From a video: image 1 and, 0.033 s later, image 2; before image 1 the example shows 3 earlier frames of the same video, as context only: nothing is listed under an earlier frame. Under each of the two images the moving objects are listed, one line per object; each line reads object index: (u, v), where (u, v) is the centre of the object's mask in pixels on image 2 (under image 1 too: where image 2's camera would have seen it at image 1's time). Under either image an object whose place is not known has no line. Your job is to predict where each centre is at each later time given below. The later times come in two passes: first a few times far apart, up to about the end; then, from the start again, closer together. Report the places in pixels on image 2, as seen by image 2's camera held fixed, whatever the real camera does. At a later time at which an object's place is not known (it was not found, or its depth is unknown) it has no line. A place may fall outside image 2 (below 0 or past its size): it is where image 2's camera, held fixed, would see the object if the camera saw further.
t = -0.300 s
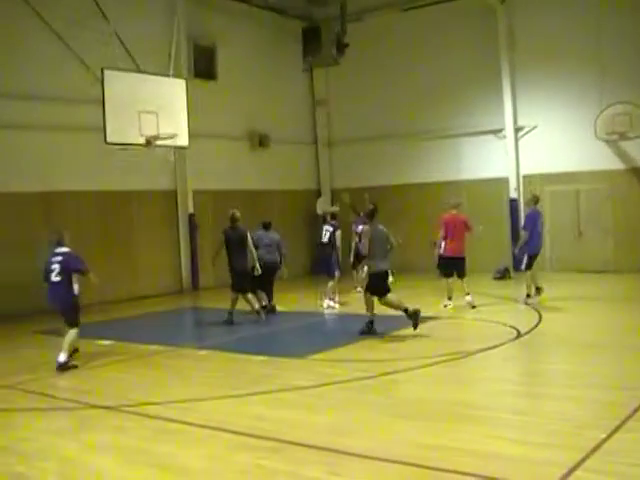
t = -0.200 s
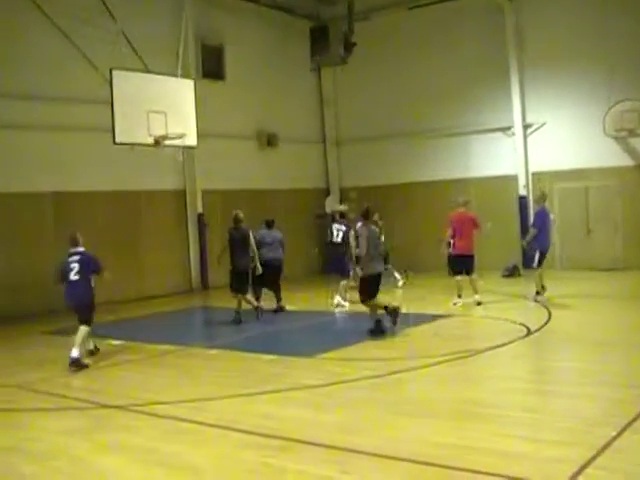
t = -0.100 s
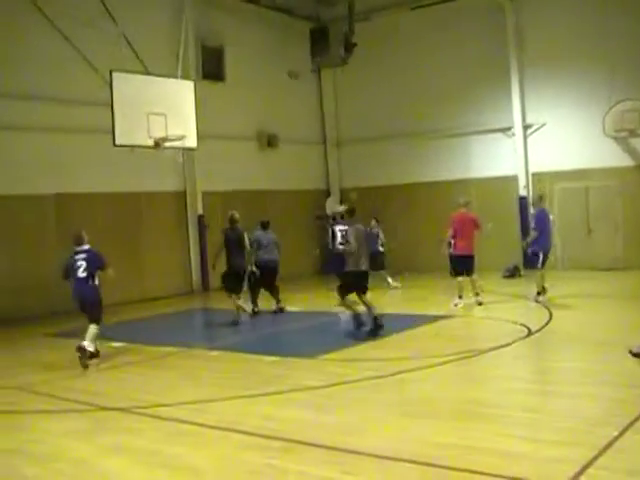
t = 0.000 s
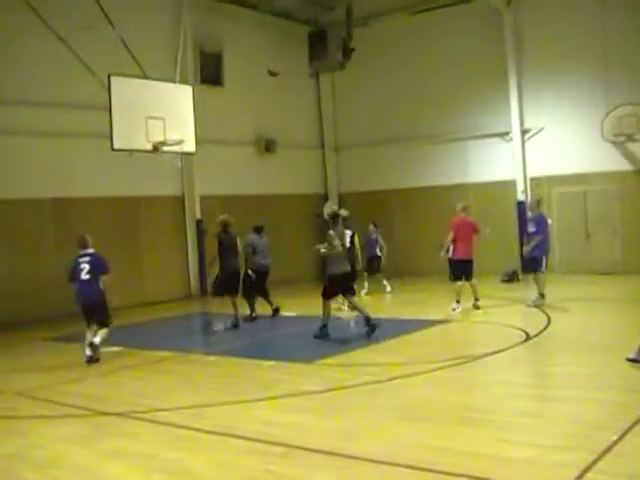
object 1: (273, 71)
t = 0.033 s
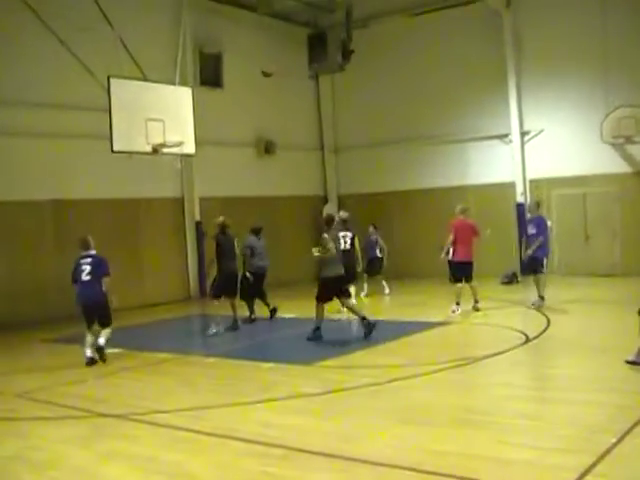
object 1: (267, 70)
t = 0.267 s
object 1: (227, 80)
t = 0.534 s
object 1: (172, 133)
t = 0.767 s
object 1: (161, 131)
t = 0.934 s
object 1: (178, 134)
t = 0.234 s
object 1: (228, 79)
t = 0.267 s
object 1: (227, 80)
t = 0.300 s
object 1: (218, 84)
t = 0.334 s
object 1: (211, 89)
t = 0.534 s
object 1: (172, 133)
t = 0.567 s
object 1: (167, 136)
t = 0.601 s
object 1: (164, 135)
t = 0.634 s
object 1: (160, 135)
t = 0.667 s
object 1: (158, 135)
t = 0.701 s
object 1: (155, 134)
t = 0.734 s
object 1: (157, 133)
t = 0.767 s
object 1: (161, 131)
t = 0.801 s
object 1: (164, 130)
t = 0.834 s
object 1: (167, 130)
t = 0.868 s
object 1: (170, 131)
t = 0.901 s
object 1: (175, 132)
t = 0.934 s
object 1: (178, 134)
